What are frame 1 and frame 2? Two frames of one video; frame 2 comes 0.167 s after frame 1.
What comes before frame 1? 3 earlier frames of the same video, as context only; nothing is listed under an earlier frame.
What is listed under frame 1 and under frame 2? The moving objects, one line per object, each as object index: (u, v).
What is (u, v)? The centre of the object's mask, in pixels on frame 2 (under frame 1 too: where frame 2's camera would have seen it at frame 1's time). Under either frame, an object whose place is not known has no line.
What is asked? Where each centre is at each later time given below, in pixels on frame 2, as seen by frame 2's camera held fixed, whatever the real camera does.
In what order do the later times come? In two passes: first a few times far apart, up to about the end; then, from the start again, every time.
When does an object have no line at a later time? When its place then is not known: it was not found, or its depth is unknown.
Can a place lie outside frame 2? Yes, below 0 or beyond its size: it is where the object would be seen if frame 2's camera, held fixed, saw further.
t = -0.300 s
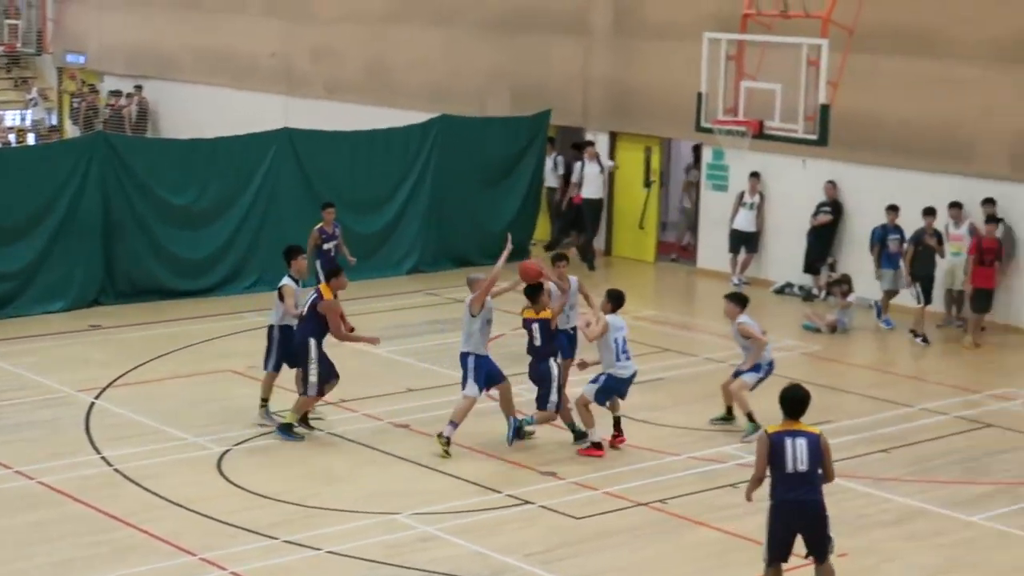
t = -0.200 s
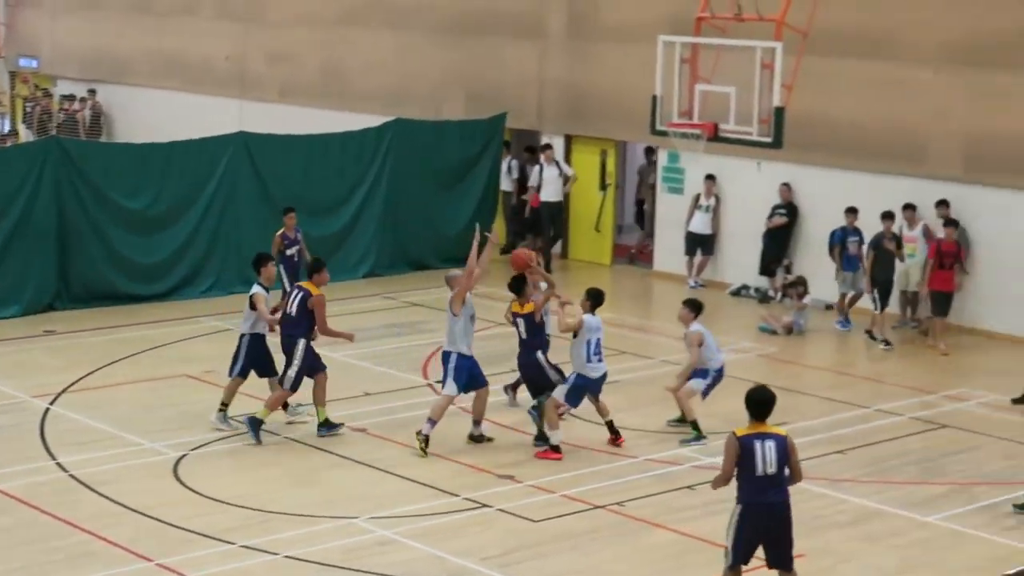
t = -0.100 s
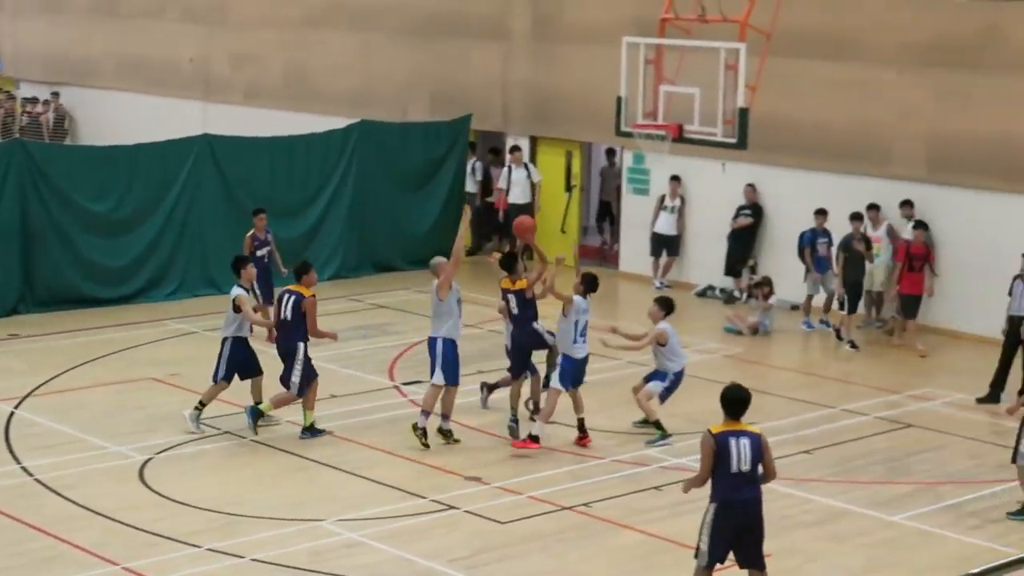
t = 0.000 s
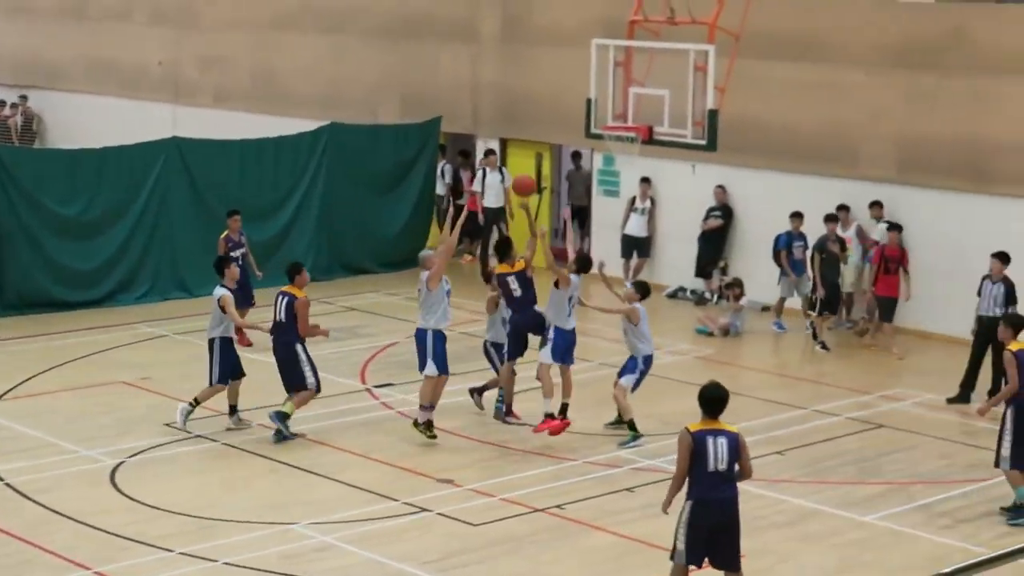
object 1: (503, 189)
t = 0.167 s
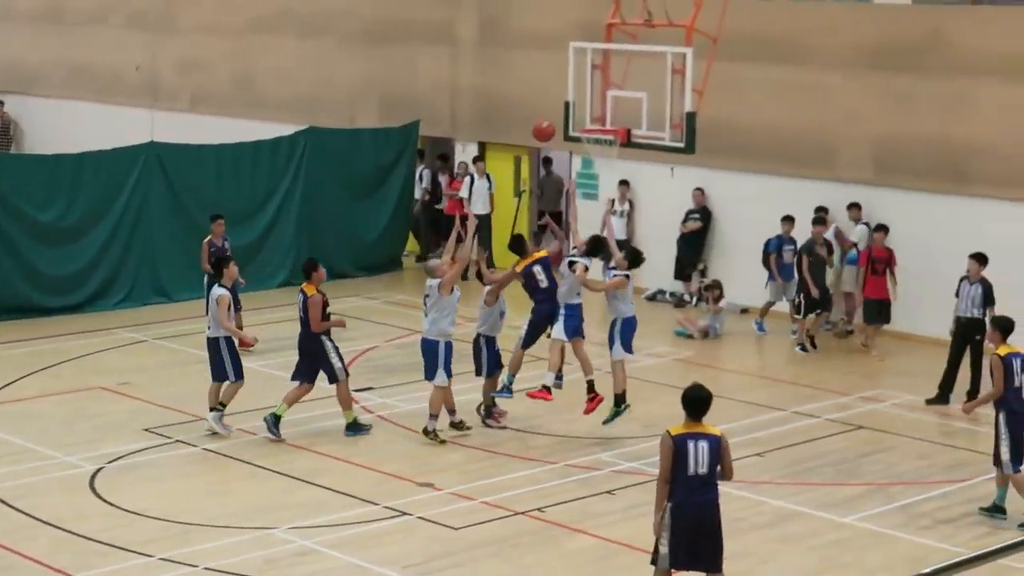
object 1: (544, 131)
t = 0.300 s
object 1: (574, 105)
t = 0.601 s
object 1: (609, 108)
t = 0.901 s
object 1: (607, 146)
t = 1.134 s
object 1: (588, 210)
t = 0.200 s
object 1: (551, 123)
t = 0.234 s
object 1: (558, 115)
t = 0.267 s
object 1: (566, 109)
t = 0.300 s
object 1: (574, 105)
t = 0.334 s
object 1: (582, 101)
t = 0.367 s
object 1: (589, 98)
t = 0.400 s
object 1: (595, 98)
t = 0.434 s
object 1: (603, 97)
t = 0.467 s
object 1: (610, 97)
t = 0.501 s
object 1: (616, 96)
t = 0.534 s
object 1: (620, 100)
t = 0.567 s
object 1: (614, 104)
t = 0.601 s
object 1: (609, 108)
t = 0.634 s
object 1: (603, 114)
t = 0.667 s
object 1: (597, 120)
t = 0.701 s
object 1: (592, 125)
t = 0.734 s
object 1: (593, 126)
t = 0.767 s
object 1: (600, 127)
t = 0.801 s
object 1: (608, 128)
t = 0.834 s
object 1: (608, 138)
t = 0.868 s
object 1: (610, 142)
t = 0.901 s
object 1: (607, 146)
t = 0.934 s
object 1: (604, 153)
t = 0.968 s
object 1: (601, 159)
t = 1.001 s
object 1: (598, 169)
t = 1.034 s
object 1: (595, 177)
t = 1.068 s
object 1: (593, 187)
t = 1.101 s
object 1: (590, 197)
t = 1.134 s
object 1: (588, 210)
